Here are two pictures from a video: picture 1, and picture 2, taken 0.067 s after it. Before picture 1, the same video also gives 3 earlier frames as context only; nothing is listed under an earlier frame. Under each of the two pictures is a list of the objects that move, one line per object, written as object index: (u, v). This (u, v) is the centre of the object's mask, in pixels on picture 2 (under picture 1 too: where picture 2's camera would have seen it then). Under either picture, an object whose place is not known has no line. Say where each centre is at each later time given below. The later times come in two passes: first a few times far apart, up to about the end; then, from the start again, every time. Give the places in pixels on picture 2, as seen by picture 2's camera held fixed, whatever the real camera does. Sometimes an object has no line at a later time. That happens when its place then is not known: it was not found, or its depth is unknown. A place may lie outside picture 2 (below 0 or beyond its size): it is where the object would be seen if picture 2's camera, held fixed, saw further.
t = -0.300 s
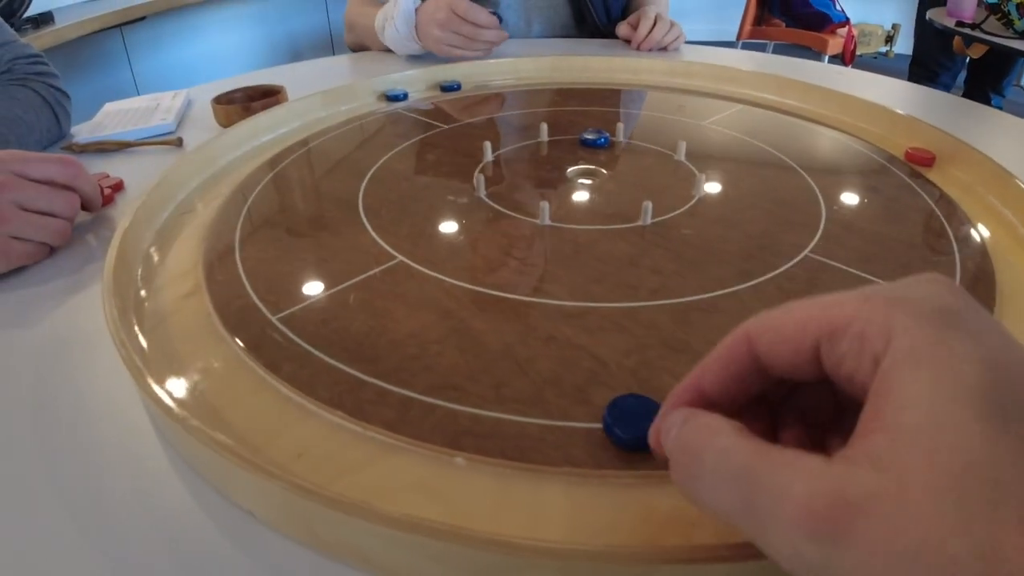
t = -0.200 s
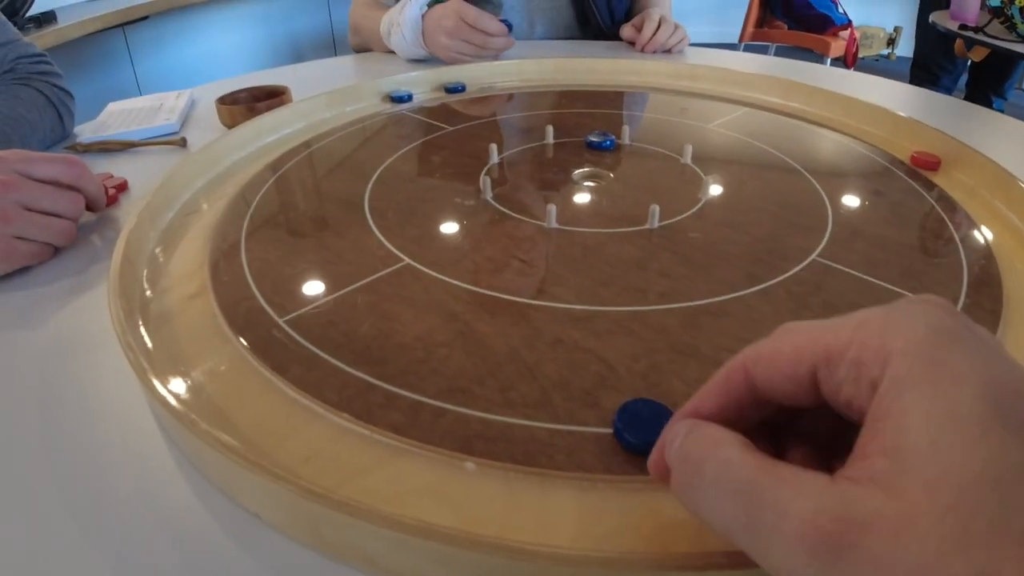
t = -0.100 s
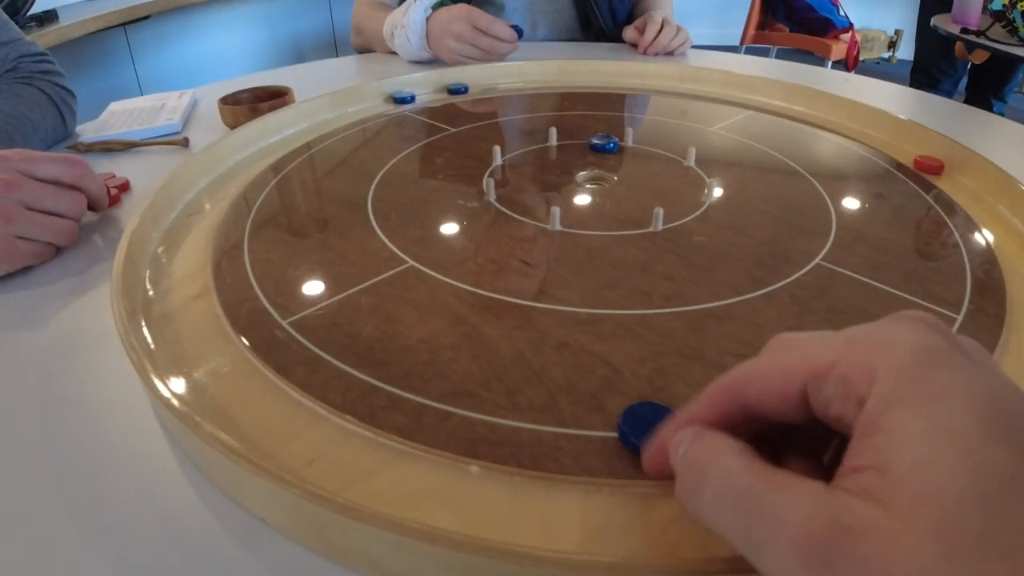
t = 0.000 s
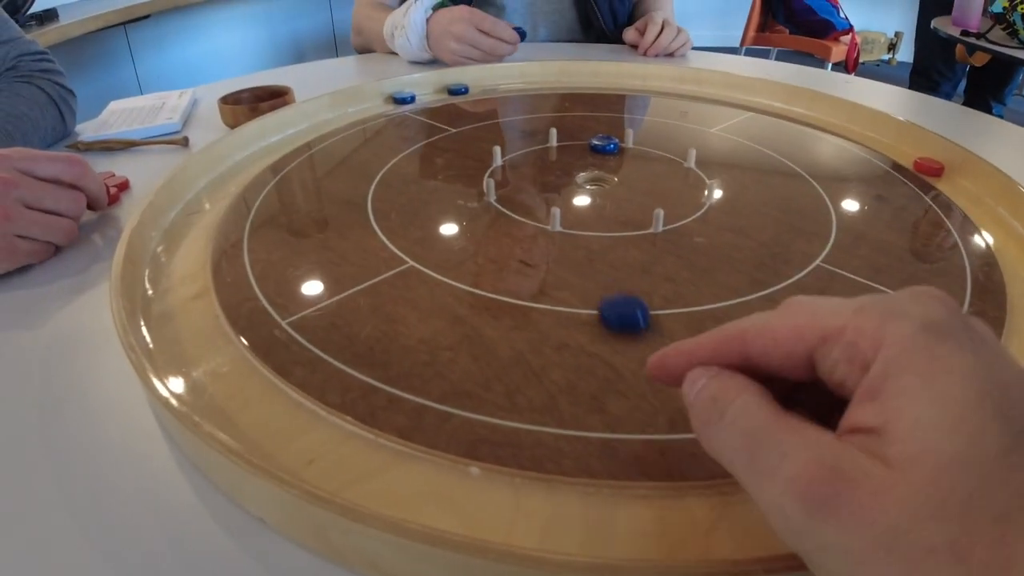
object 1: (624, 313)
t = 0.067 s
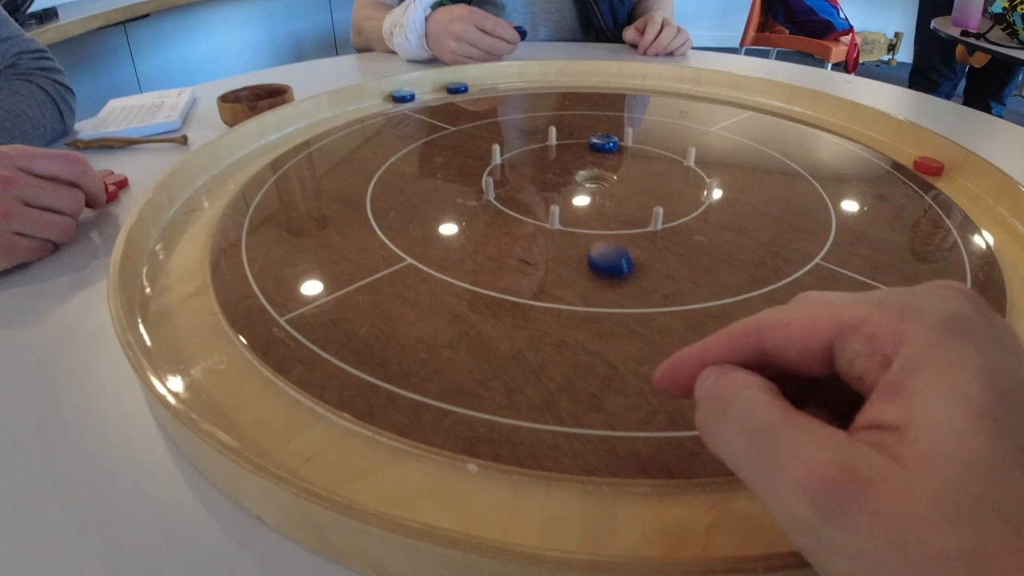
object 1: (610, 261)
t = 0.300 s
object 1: (587, 176)
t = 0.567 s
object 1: (599, 165)
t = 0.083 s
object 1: (607, 252)
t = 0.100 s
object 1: (605, 242)
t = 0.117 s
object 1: (603, 233)
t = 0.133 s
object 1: (601, 225)
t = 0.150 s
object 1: (599, 219)
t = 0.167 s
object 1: (598, 213)
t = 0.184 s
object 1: (595, 207)
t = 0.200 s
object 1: (593, 200)
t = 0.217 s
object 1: (592, 194)
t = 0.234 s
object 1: (591, 191)
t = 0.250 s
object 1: (590, 185)
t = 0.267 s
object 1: (589, 182)
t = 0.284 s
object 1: (588, 179)
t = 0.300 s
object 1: (587, 176)
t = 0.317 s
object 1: (586, 173)
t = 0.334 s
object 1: (587, 170)
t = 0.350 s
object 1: (588, 168)
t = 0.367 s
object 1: (589, 165)
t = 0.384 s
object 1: (591, 166)
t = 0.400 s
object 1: (592, 166)
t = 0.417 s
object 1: (594, 165)
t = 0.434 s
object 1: (596, 165)
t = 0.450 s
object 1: (596, 165)
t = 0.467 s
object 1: (597, 165)
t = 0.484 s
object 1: (598, 165)
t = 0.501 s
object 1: (599, 165)
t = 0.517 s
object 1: (599, 165)
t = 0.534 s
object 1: (599, 165)
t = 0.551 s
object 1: (599, 165)
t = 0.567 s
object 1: (599, 165)
